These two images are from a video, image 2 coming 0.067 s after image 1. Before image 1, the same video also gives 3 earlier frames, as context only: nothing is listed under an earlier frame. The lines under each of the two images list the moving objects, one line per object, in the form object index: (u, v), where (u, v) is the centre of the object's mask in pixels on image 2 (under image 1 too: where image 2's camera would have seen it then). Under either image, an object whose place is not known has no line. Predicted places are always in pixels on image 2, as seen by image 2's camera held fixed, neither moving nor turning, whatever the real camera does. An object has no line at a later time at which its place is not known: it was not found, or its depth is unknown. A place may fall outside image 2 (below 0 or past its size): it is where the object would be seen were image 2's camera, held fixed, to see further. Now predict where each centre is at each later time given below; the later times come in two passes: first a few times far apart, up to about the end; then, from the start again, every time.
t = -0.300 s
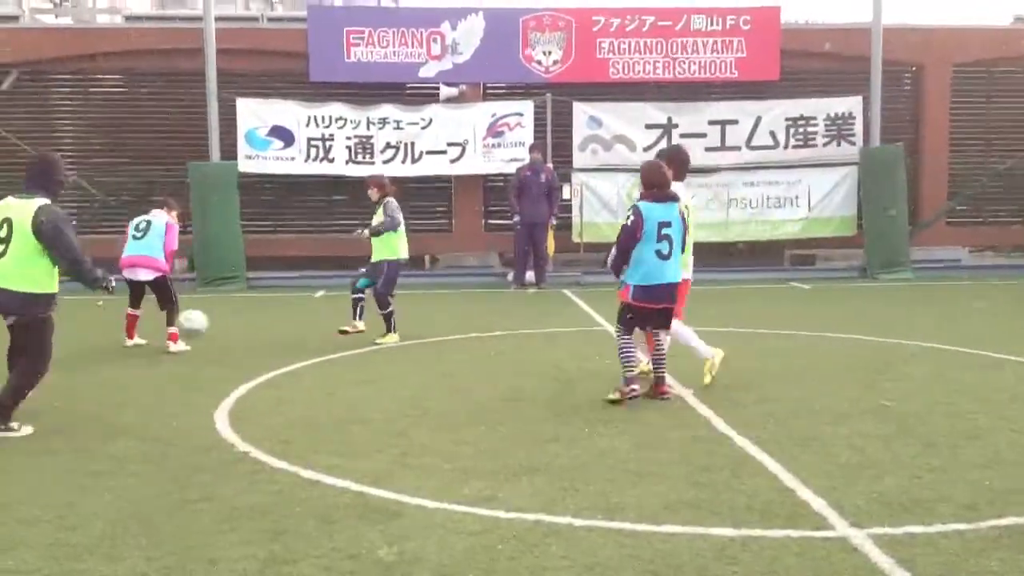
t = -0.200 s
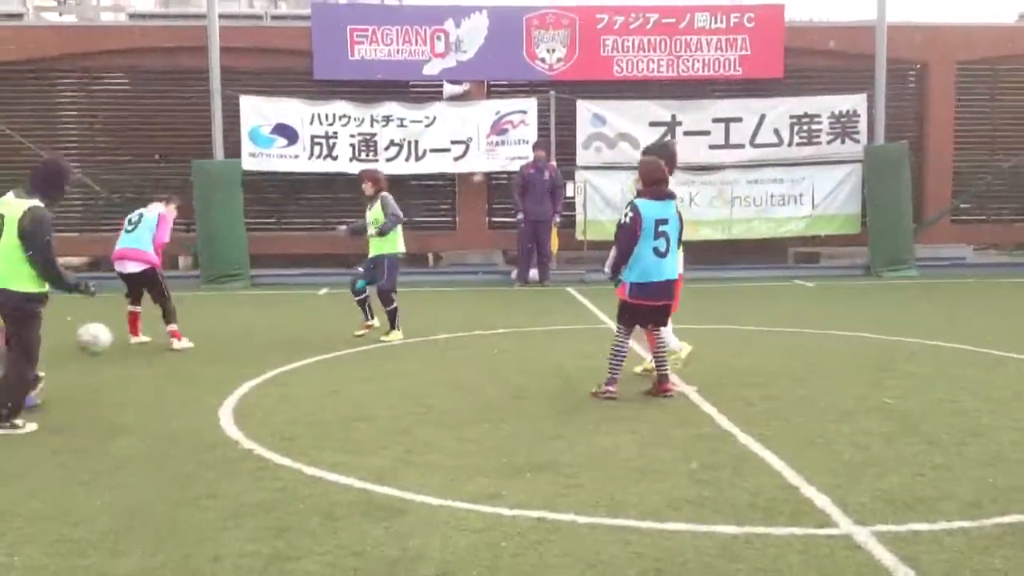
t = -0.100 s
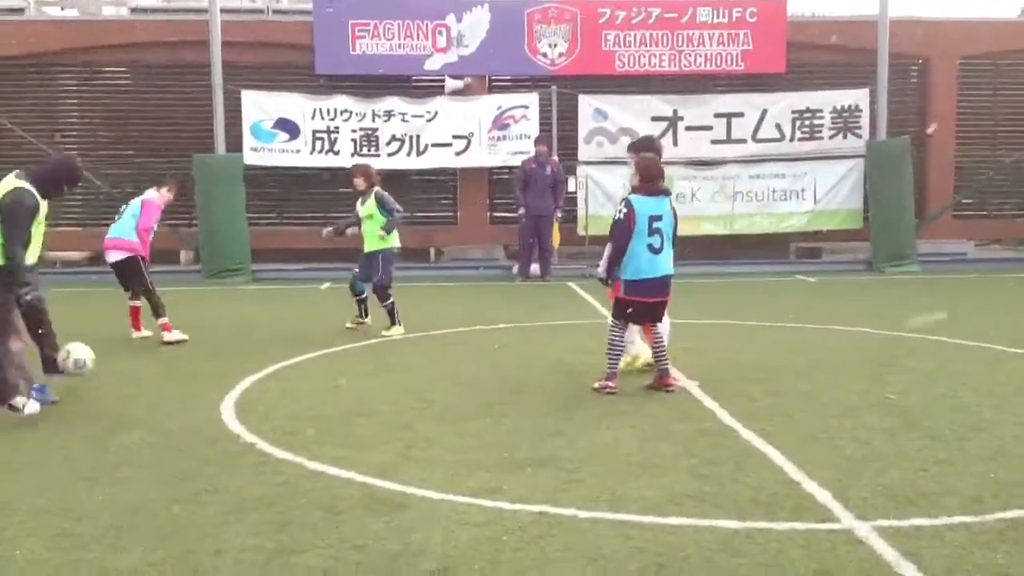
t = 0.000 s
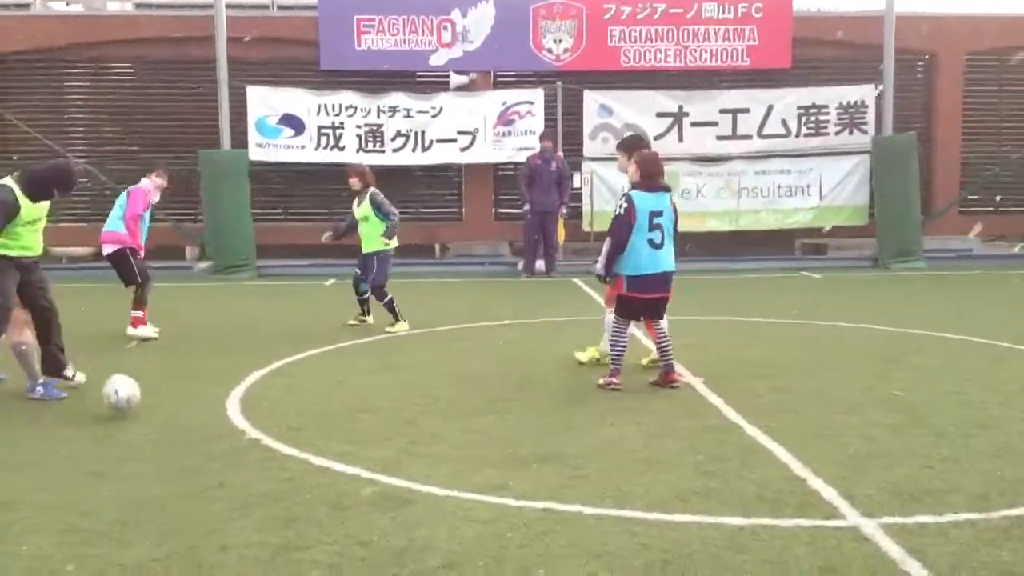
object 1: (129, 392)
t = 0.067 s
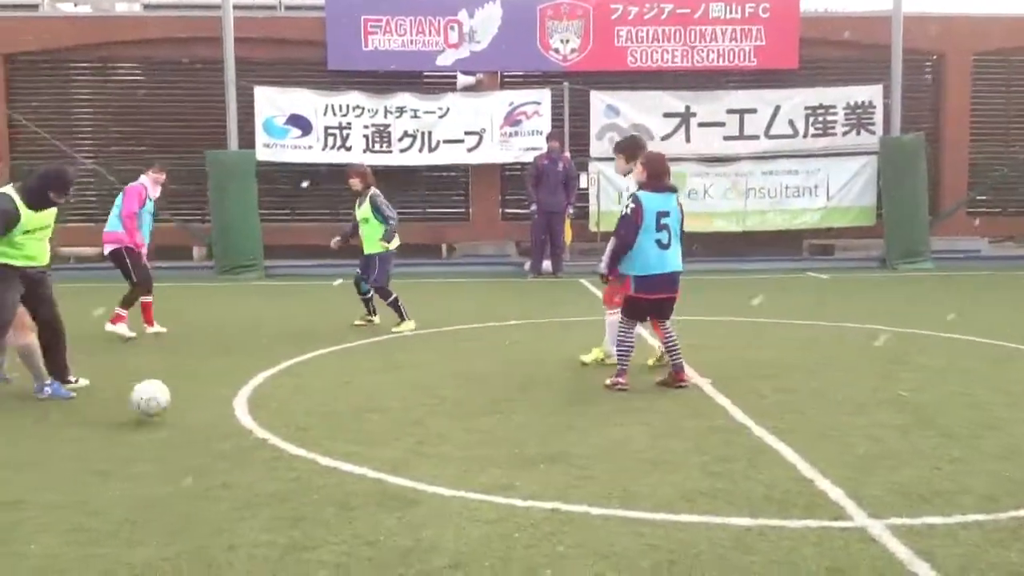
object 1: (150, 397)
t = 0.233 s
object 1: (204, 409)
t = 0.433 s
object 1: (272, 438)
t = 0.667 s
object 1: (361, 465)
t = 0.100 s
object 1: (160, 396)
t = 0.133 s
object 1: (171, 397)
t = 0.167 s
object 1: (182, 399)
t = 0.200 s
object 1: (193, 403)
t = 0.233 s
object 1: (204, 409)
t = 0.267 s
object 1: (216, 419)
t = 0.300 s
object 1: (224, 425)
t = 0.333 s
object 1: (238, 423)
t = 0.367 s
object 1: (250, 425)
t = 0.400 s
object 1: (261, 431)
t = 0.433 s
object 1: (272, 438)
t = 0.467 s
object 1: (284, 441)
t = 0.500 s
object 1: (297, 446)
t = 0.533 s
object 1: (309, 449)
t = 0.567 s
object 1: (321, 453)
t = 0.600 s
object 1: (335, 456)
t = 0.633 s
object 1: (348, 460)
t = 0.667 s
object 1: (361, 465)
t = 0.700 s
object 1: (374, 469)
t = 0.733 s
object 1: (388, 474)
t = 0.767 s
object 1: (404, 479)
